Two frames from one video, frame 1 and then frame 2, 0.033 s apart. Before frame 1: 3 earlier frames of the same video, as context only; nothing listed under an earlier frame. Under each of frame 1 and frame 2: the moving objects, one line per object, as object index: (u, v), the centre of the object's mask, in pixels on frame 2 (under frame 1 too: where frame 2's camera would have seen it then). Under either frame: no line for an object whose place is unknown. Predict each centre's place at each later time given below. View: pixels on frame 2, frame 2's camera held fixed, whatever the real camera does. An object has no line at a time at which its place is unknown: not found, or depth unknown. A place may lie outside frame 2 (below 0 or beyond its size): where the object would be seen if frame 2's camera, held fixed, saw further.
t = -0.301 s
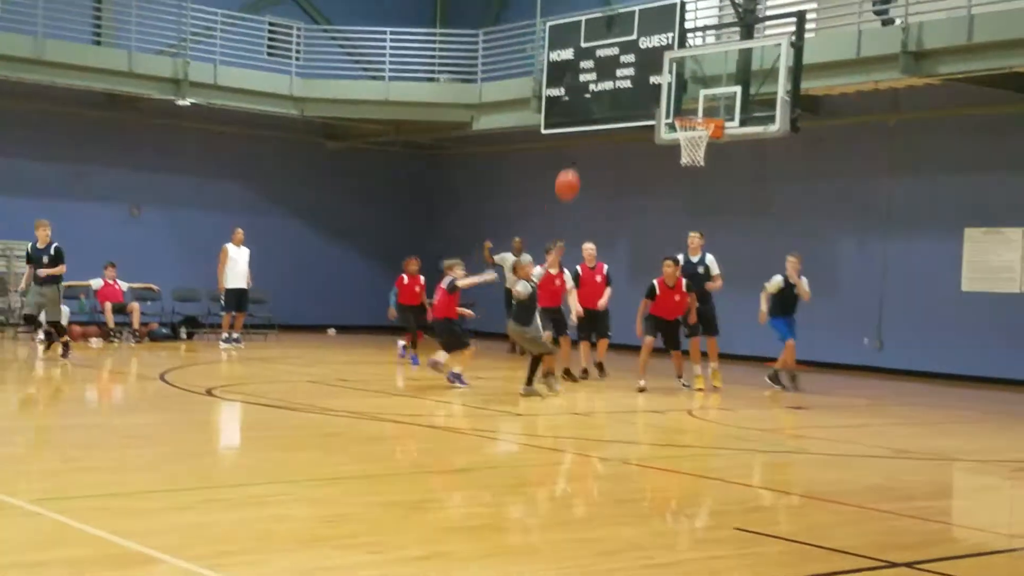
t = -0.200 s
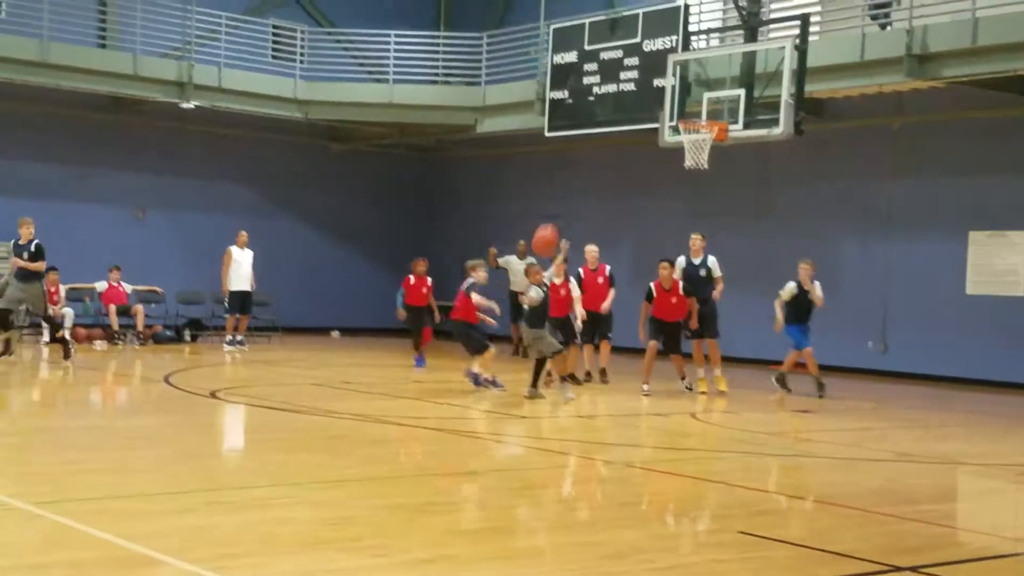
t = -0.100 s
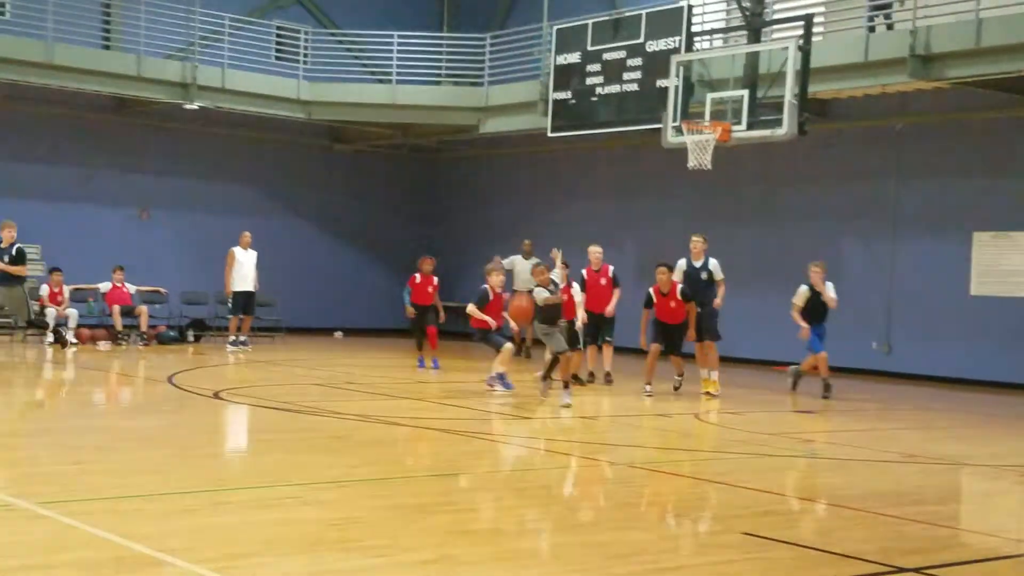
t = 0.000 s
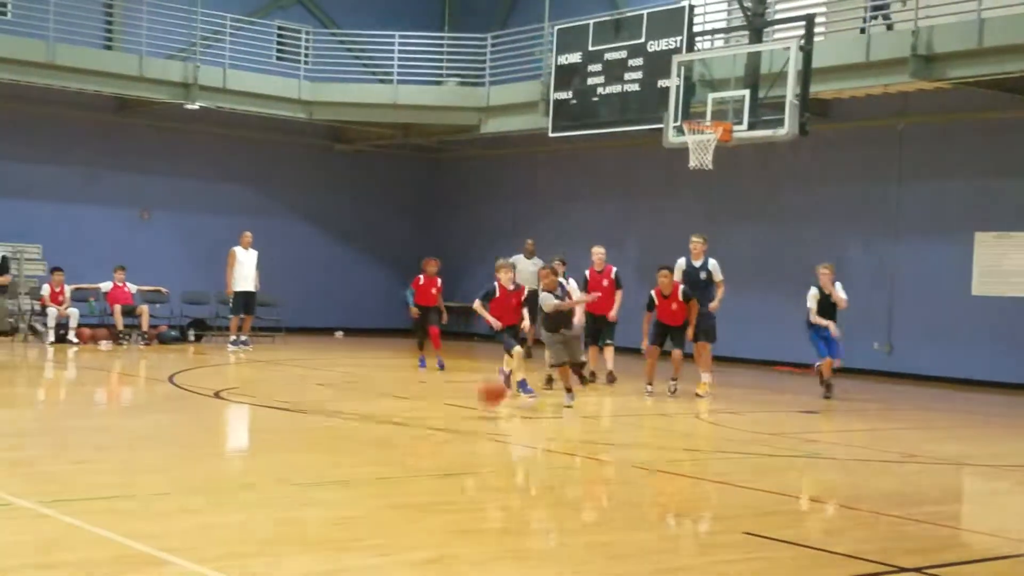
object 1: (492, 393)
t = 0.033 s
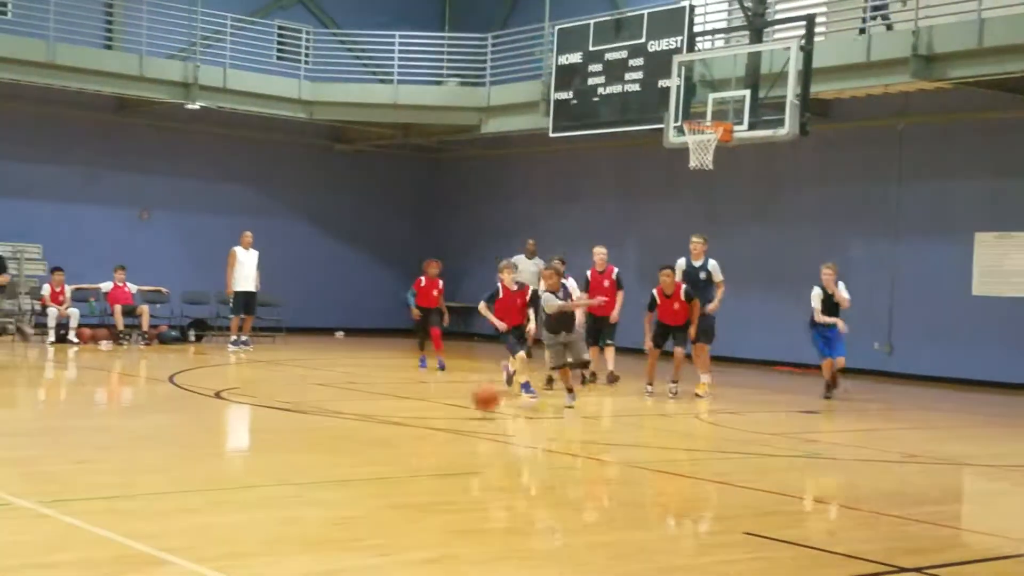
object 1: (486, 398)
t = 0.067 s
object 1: (482, 378)
